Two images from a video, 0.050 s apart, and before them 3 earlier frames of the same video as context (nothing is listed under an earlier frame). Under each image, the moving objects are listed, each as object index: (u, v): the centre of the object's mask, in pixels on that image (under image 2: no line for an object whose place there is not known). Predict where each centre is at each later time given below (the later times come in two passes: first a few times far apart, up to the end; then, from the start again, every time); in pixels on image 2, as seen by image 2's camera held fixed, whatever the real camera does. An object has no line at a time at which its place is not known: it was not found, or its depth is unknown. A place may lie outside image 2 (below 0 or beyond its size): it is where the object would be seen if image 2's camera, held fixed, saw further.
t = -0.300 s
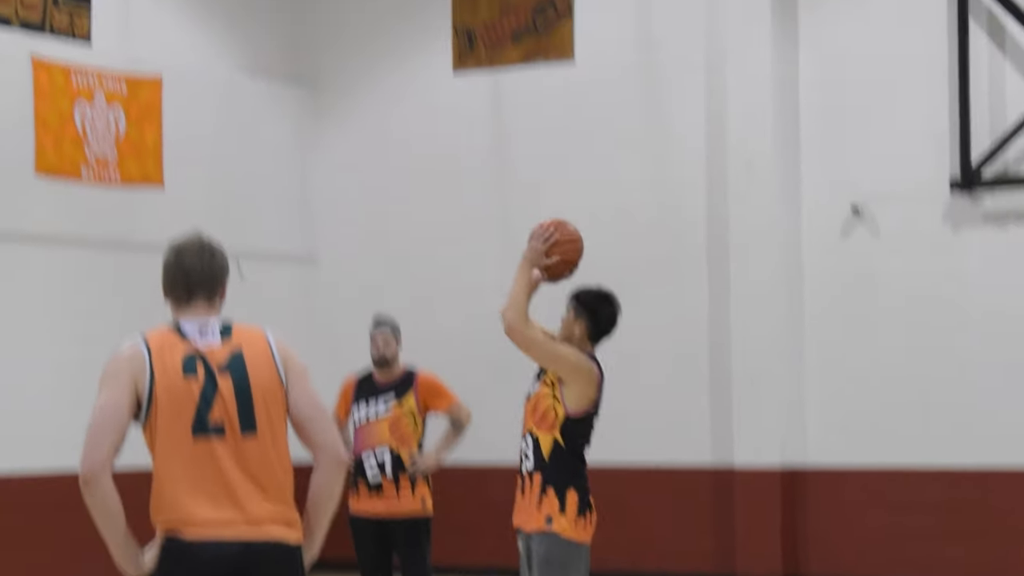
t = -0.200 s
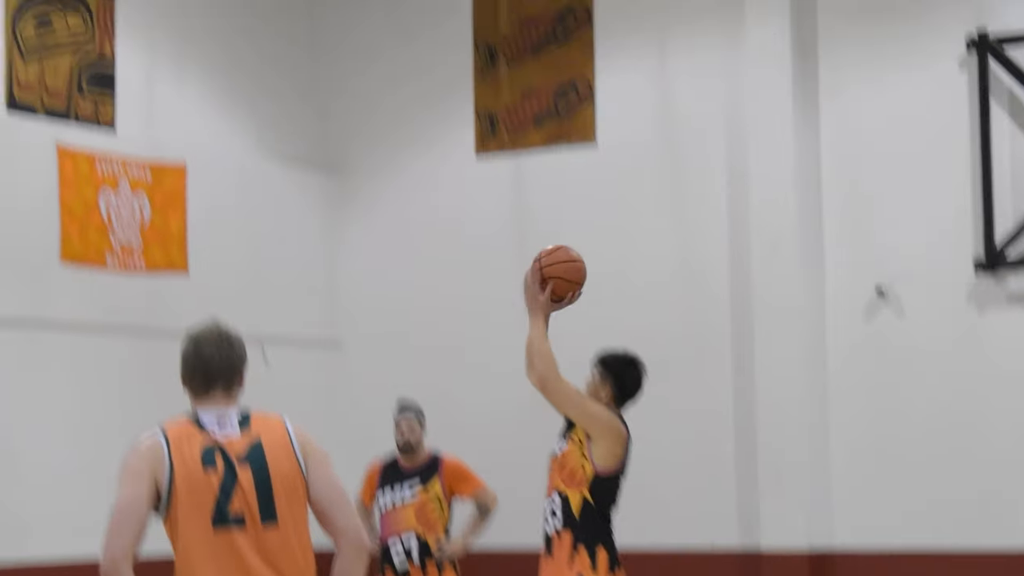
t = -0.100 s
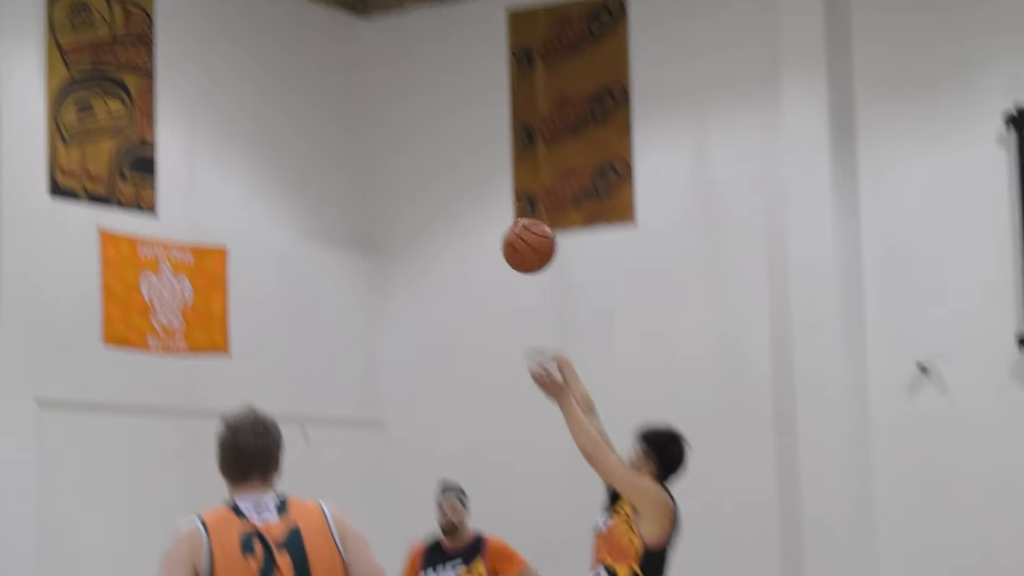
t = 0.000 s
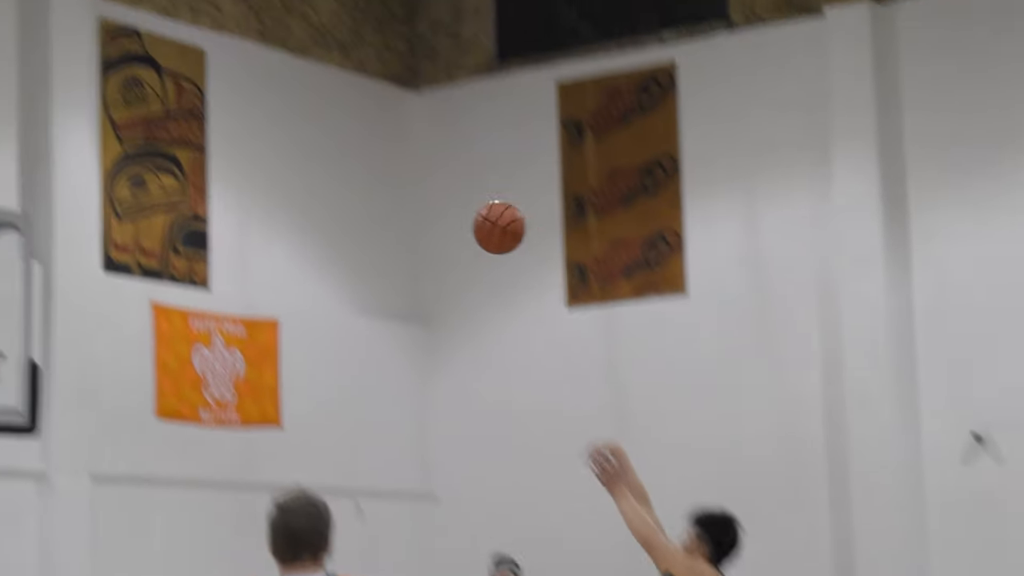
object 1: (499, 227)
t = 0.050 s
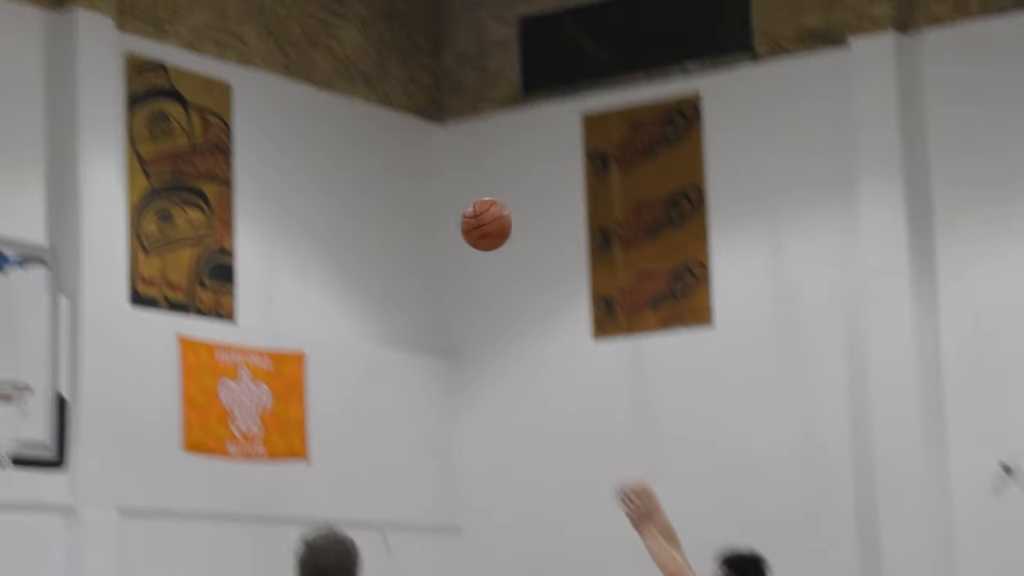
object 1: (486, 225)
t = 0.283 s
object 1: (322, 139)
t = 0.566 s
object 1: (149, 179)
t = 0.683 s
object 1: (81, 238)
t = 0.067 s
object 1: (473, 215)
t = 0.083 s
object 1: (461, 206)
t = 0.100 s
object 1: (448, 197)
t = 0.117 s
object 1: (436, 188)
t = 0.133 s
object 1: (424, 181)
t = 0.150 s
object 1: (412, 174)
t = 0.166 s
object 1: (400, 167)
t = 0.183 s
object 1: (388, 162)
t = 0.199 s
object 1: (377, 157)
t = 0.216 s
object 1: (366, 152)
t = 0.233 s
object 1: (355, 148)
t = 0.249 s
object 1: (344, 145)
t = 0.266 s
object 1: (333, 142)
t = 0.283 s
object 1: (322, 139)
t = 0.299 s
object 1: (312, 138)
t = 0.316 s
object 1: (301, 136)
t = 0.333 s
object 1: (291, 136)
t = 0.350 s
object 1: (280, 136)
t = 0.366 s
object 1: (270, 136)
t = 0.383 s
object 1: (259, 137)
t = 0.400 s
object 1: (249, 139)
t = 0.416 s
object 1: (238, 140)
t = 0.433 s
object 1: (228, 142)
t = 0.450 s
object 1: (218, 145)
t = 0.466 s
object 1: (208, 149)
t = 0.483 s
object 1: (199, 154)
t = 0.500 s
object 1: (188, 157)
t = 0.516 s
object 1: (179, 161)
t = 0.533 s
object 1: (168, 167)
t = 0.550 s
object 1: (159, 172)
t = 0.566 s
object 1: (149, 179)
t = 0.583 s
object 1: (140, 185)
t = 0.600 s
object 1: (130, 193)
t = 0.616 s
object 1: (120, 201)
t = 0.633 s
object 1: (110, 209)
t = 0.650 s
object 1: (101, 218)
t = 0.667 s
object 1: (91, 228)
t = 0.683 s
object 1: (81, 238)
